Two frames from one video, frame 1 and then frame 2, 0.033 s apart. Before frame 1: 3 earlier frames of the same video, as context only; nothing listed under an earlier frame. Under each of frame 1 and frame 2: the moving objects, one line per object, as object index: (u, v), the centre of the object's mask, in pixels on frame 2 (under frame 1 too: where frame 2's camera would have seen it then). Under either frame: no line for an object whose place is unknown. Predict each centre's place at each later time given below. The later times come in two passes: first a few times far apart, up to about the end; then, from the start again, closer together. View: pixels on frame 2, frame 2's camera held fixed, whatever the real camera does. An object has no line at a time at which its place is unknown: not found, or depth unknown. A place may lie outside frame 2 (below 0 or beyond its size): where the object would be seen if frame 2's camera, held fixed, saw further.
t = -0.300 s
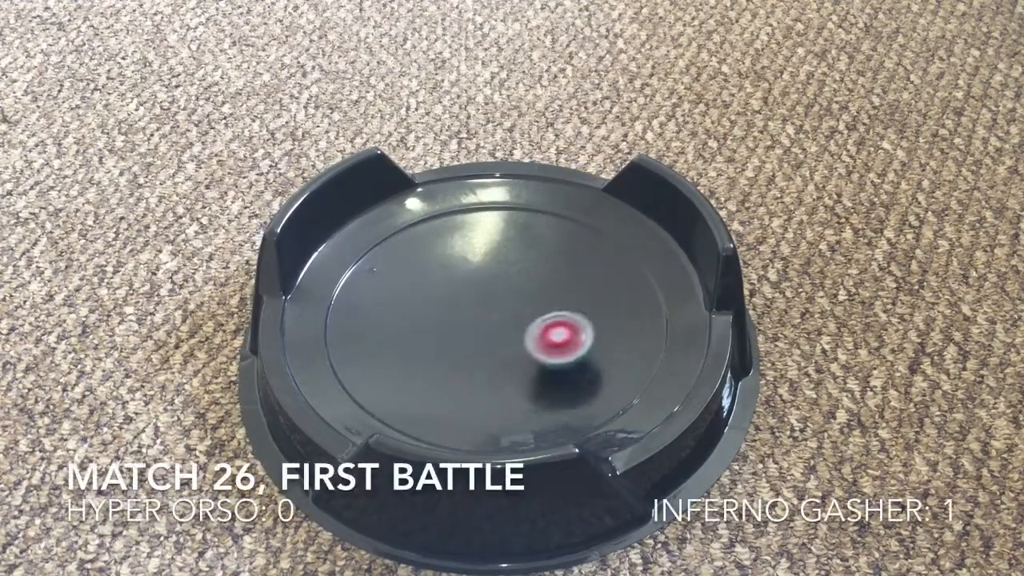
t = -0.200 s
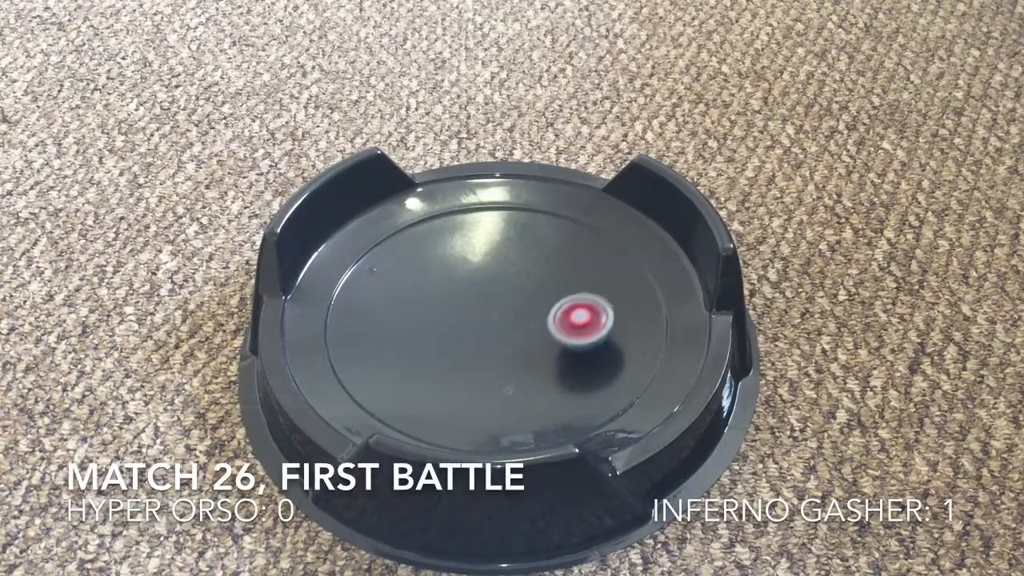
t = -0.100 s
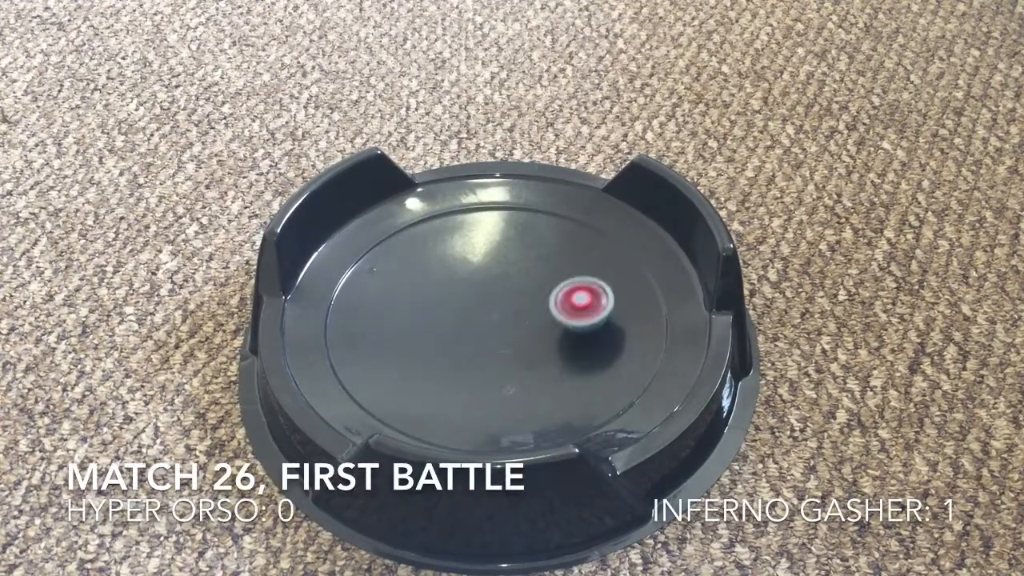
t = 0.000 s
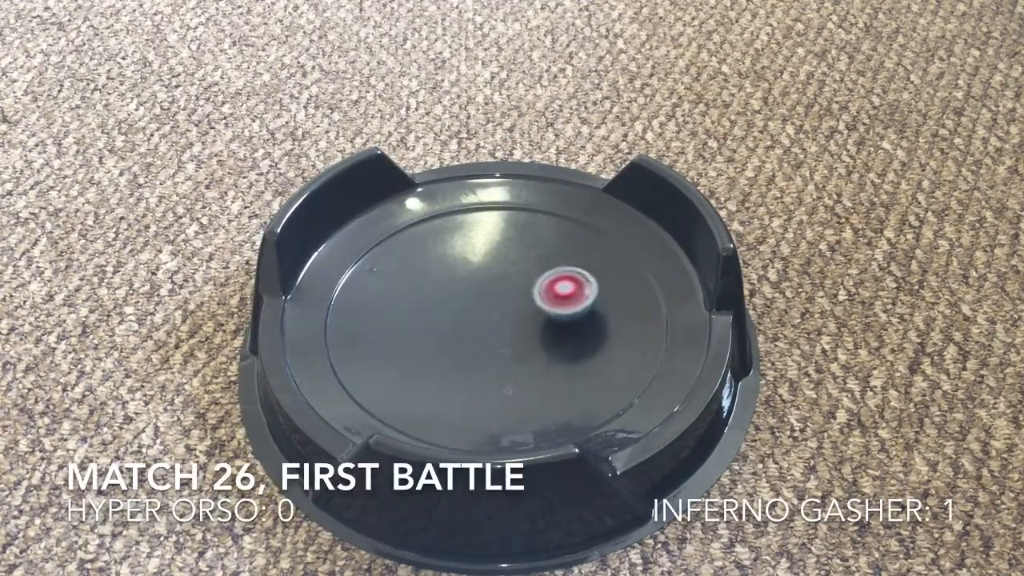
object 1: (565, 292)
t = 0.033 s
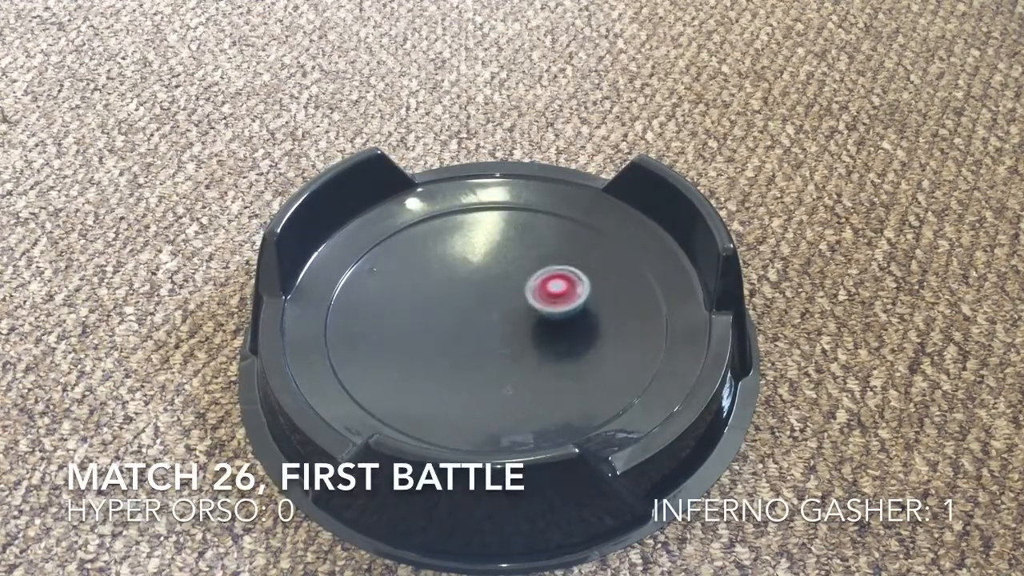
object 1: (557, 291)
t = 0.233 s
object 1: (506, 308)
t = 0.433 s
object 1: (495, 348)
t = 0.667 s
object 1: (526, 358)
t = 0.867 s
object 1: (523, 341)
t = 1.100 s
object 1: (483, 329)
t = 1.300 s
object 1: (465, 334)
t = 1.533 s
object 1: (471, 333)
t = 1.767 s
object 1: (477, 317)
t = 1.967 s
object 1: (476, 304)
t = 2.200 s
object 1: (480, 300)
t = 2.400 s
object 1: (495, 302)
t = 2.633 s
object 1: (502, 298)
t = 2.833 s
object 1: (501, 301)
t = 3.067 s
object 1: (516, 310)
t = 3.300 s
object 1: (524, 315)
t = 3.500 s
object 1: (522, 322)
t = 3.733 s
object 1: (519, 328)
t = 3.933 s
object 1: (509, 334)
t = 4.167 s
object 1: (498, 341)
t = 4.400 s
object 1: (503, 340)
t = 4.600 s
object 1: (490, 328)
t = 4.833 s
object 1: (471, 324)
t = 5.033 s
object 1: (469, 322)
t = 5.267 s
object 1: (483, 312)
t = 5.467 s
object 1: (488, 304)
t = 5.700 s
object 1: (502, 298)
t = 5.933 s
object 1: (498, 306)
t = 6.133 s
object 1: (513, 309)
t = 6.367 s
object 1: (519, 306)
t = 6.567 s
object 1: (515, 312)
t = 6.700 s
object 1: (512, 319)
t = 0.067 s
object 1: (549, 291)
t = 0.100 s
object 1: (540, 292)
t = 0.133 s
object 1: (531, 294)
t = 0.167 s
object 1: (522, 298)
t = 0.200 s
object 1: (513, 302)
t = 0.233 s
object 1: (506, 308)
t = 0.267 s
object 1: (501, 314)
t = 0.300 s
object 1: (496, 321)
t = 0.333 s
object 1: (494, 328)
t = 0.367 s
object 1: (492, 335)
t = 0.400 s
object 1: (492, 342)
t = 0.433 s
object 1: (495, 348)
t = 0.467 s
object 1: (498, 353)
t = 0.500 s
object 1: (503, 357)
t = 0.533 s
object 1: (508, 360)
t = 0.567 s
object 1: (514, 361)
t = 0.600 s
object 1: (518, 361)
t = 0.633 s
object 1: (523, 360)
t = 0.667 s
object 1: (526, 358)
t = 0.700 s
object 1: (528, 356)
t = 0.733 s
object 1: (529, 353)
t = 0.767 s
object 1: (529, 350)
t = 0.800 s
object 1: (528, 347)
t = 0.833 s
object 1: (526, 344)
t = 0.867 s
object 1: (523, 341)
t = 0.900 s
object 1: (518, 337)
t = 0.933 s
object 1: (513, 333)
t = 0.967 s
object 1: (507, 331)
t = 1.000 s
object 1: (501, 329)
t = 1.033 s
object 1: (495, 328)
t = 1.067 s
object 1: (489, 328)
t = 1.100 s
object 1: (483, 329)
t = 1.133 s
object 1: (477, 329)
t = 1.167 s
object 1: (472, 330)
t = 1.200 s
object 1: (469, 331)
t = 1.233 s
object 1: (467, 332)
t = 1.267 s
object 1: (466, 333)
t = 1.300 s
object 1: (465, 334)
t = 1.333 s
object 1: (465, 335)
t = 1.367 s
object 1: (465, 335)
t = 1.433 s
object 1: (466, 336)
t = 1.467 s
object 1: (468, 335)
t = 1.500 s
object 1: (469, 334)
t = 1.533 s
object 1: (471, 333)
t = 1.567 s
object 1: (472, 331)
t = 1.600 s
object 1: (474, 329)
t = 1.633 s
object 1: (475, 327)
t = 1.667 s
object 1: (475, 325)
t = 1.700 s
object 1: (476, 323)
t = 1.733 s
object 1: (476, 320)
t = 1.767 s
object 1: (477, 317)
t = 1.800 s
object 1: (477, 315)
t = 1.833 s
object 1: (477, 312)
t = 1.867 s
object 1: (477, 309)
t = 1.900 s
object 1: (476, 307)
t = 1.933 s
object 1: (476, 305)
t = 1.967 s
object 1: (476, 304)
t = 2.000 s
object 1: (476, 303)
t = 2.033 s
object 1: (476, 302)
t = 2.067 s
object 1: (476, 302)
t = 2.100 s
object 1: (477, 301)
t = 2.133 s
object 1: (477, 301)
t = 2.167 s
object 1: (478, 300)
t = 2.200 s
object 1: (480, 300)
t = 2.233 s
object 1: (481, 300)
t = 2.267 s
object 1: (483, 301)
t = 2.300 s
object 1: (485, 301)
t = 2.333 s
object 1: (487, 301)
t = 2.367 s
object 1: (490, 302)
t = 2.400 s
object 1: (495, 302)
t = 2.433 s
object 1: (500, 302)
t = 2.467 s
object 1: (503, 300)
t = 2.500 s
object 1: (503, 298)
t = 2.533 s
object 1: (503, 297)
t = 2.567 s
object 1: (503, 297)
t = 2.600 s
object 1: (503, 297)
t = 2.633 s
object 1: (502, 298)
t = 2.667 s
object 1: (502, 298)
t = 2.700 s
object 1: (502, 299)
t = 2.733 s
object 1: (501, 299)
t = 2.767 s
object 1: (501, 300)
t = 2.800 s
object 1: (501, 301)
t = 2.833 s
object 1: (501, 301)
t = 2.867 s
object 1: (502, 302)
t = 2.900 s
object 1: (504, 303)
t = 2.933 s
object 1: (506, 304)
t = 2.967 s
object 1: (508, 306)
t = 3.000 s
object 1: (511, 308)
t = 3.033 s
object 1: (514, 309)
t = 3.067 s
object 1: (516, 310)
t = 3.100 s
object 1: (518, 310)
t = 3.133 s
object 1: (520, 310)
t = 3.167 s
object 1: (521, 311)
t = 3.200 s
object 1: (523, 311)
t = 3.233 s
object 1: (524, 312)
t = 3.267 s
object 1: (524, 313)
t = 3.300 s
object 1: (524, 315)
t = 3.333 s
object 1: (524, 316)
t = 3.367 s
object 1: (524, 317)
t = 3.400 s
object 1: (523, 318)
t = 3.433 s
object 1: (522, 320)
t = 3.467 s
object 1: (522, 321)
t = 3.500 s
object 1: (522, 322)
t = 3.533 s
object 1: (522, 323)
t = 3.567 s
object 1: (522, 323)
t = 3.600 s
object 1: (522, 324)
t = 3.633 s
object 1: (522, 325)
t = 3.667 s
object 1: (521, 326)
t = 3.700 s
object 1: (520, 327)
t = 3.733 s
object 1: (519, 328)
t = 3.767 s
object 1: (518, 330)
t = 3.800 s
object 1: (517, 331)
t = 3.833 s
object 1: (516, 332)
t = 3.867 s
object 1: (514, 333)
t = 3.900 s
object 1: (511, 333)
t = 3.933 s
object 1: (509, 334)
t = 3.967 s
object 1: (508, 335)
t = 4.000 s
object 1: (507, 336)
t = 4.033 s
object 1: (505, 336)
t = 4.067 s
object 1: (504, 337)
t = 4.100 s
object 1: (502, 338)
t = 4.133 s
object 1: (500, 339)
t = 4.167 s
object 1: (498, 341)
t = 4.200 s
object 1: (498, 343)
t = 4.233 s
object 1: (499, 343)
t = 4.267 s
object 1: (499, 344)
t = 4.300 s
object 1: (501, 344)
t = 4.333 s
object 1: (502, 343)
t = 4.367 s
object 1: (503, 341)
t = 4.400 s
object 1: (503, 340)
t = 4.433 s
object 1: (501, 338)
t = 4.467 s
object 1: (499, 335)
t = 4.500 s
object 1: (497, 333)
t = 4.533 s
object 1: (495, 332)
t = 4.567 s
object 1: (492, 330)
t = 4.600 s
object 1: (490, 328)
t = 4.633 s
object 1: (487, 327)
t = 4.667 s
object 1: (484, 326)
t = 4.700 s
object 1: (481, 325)
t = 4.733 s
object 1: (478, 325)
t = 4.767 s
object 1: (475, 325)
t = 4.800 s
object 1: (473, 324)
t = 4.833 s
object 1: (471, 324)
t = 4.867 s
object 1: (470, 324)
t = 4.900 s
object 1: (468, 324)
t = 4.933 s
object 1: (468, 323)
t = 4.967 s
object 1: (468, 323)
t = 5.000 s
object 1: (468, 322)
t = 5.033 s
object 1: (469, 322)
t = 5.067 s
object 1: (470, 321)
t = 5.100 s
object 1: (472, 320)
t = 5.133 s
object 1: (475, 319)
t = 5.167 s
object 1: (477, 317)
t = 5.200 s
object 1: (480, 316)
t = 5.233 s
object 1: (482, 314)
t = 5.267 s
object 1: (483, 312)
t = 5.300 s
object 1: (484, 311)
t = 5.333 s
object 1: (485, 309)
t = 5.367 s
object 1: (486, 308)
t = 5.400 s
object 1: (487, 306)
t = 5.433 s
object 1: (488, 305)
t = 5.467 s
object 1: (488, 304)
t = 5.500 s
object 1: (489, 304)
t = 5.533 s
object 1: (491, 303)
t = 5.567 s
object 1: (493, 303)
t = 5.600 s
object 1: (496, 303)
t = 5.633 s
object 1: (499, 302)
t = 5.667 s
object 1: (501, 300)
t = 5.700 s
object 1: (502, 298)
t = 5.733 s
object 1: (501, 298)
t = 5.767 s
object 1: (498, 297)
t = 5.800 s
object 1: (496, 297)
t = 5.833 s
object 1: (494, 299)
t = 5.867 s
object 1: (493, 302)
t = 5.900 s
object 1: (495, 304)
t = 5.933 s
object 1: (498, 306)
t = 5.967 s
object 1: (501, 307)
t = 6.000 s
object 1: (503, 308)
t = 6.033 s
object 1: (506, 309)
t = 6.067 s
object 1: (508, 309)
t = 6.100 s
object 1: (511, 309)
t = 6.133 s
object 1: (513, 309)
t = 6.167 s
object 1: (515, 309)
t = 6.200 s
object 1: (517, 308)
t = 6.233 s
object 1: (518, 307)
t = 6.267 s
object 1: (518, 307)
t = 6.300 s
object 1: (519, 306)
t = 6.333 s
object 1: (519, 306)
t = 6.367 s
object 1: (519, 306)
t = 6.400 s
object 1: (519, 306)
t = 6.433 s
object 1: (519, 307)
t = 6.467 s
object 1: (519, 308)
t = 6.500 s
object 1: (517, 309)
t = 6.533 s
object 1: (516, 311)
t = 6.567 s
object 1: (515, 312)
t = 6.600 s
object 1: (514, 314)
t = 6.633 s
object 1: (513, 316)
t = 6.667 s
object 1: (512, 317)
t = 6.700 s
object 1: (512, 319)
